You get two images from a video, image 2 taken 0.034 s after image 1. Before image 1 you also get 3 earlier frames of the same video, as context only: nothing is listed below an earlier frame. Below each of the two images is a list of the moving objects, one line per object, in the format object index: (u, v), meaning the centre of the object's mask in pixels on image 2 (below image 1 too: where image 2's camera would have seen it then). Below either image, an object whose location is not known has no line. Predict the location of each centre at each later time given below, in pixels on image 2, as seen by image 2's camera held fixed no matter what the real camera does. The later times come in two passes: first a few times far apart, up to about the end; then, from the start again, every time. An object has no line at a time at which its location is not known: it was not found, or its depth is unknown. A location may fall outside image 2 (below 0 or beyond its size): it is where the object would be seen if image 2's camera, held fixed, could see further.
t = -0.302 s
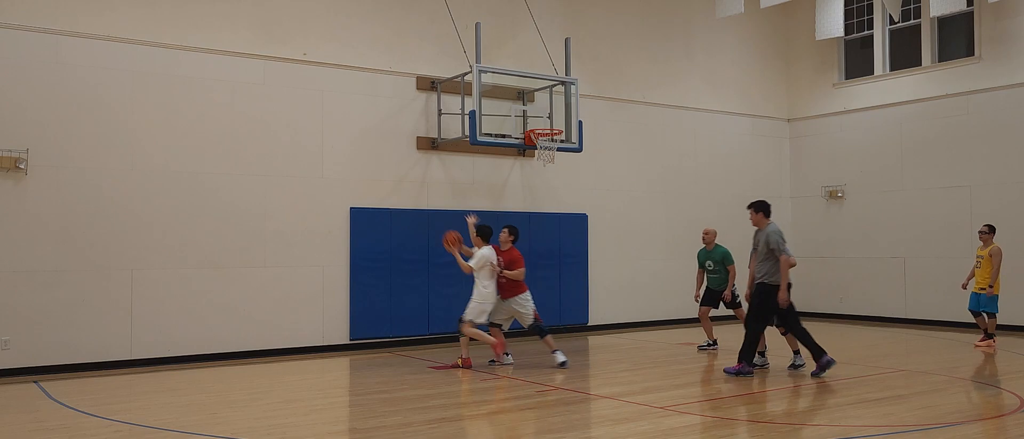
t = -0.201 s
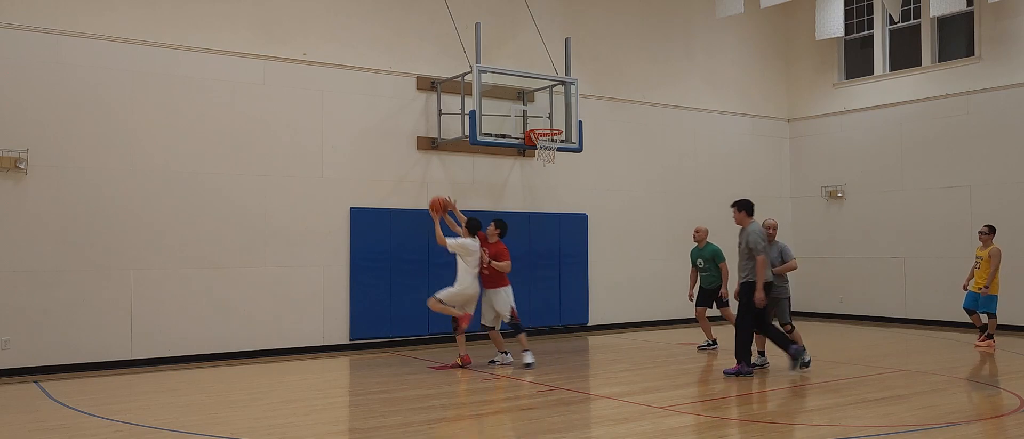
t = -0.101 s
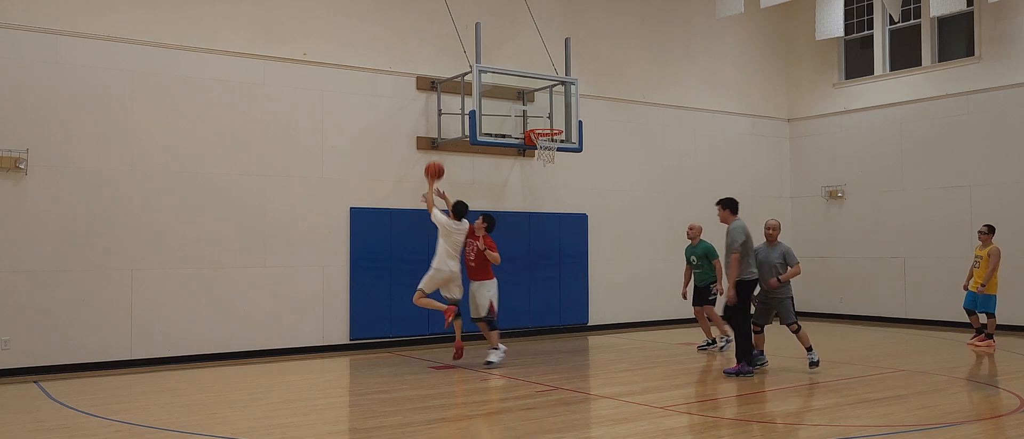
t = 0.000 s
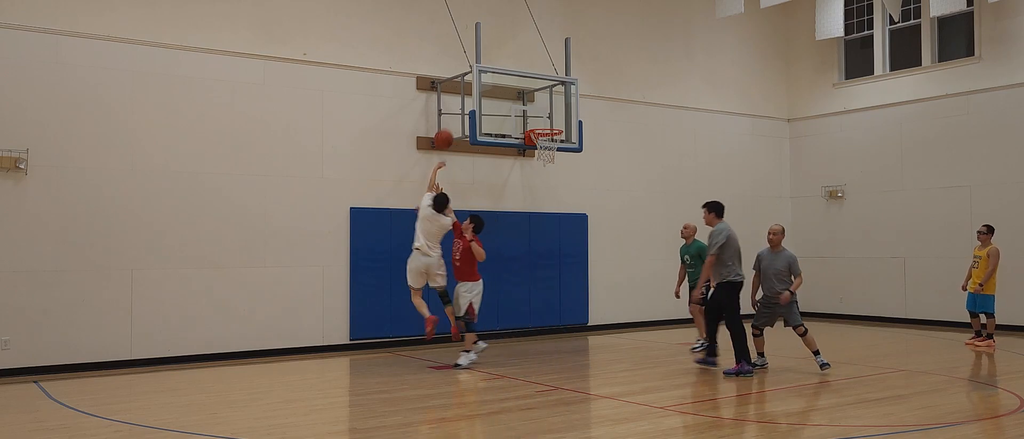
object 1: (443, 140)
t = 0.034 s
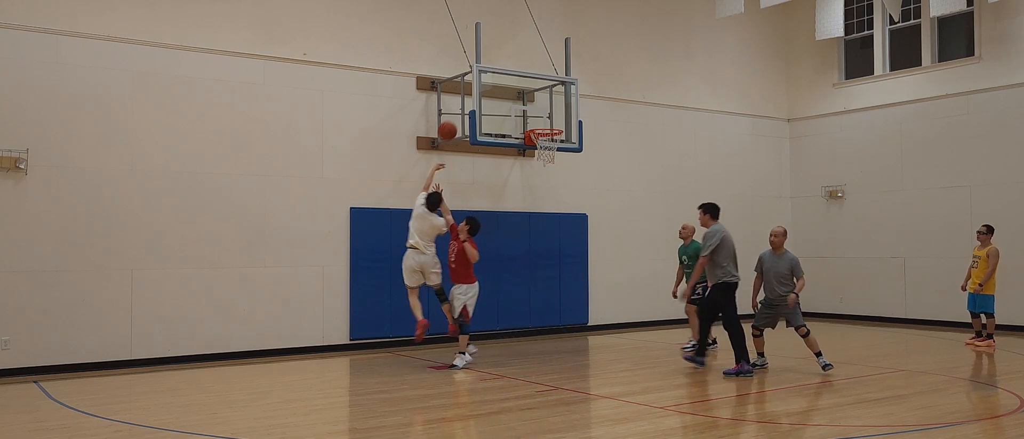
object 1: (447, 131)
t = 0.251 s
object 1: (469, 100)
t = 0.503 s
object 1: (493, 108)
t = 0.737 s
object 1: (525, 144)
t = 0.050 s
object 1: (449, 127)
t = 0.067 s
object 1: (451, 124)
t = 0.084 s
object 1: (452, 120)
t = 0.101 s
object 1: (454, 117)
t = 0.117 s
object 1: (456, 114)
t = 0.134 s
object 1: (458, 112)
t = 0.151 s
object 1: (459, 109)
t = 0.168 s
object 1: (461, 107)
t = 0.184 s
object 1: (463, 105)
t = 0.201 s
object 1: (465, 104)
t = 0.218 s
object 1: (466, 102)
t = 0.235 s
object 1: (468, 101)
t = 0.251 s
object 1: (469, 100)
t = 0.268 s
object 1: (471, 99)
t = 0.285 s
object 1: (473, 99)
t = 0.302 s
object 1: (474, 98)
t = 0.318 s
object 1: (476, 98)
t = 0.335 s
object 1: (477, 98)
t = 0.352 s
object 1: (479, 98)
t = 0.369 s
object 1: (480, 99)
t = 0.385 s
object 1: (482, 100)
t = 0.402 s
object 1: (483, 101)
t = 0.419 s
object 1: (484, 102)
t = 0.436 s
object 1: (486, 103)
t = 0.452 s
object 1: (487, 104)
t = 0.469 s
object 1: (489, 105)
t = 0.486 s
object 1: (490, 107)
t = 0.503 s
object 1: (493, 108)
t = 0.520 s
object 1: (495, 110)
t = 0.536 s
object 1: (497, 111)
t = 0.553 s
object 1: (499, 113)
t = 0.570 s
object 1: (502, 114)
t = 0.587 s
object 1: (504, 117)
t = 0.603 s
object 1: (506, 119)
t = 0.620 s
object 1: (508, 121)
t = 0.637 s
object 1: (511, 124)
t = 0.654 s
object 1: (513, 127)
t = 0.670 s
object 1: (515, 130)
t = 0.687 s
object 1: (517, 133)
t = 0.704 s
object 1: (520, 137)
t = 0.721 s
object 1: (522, 140)
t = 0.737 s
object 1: (525, 144)
